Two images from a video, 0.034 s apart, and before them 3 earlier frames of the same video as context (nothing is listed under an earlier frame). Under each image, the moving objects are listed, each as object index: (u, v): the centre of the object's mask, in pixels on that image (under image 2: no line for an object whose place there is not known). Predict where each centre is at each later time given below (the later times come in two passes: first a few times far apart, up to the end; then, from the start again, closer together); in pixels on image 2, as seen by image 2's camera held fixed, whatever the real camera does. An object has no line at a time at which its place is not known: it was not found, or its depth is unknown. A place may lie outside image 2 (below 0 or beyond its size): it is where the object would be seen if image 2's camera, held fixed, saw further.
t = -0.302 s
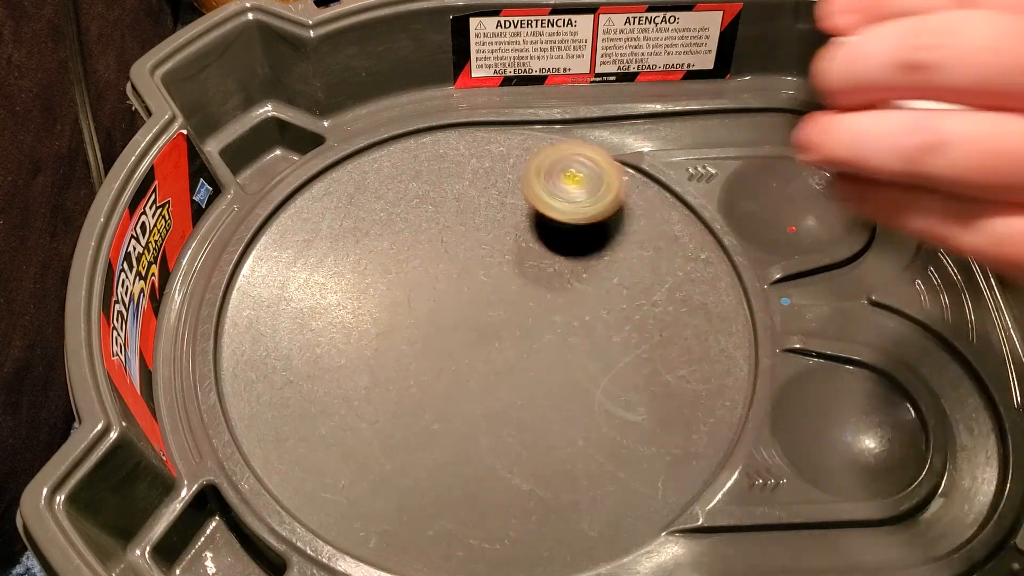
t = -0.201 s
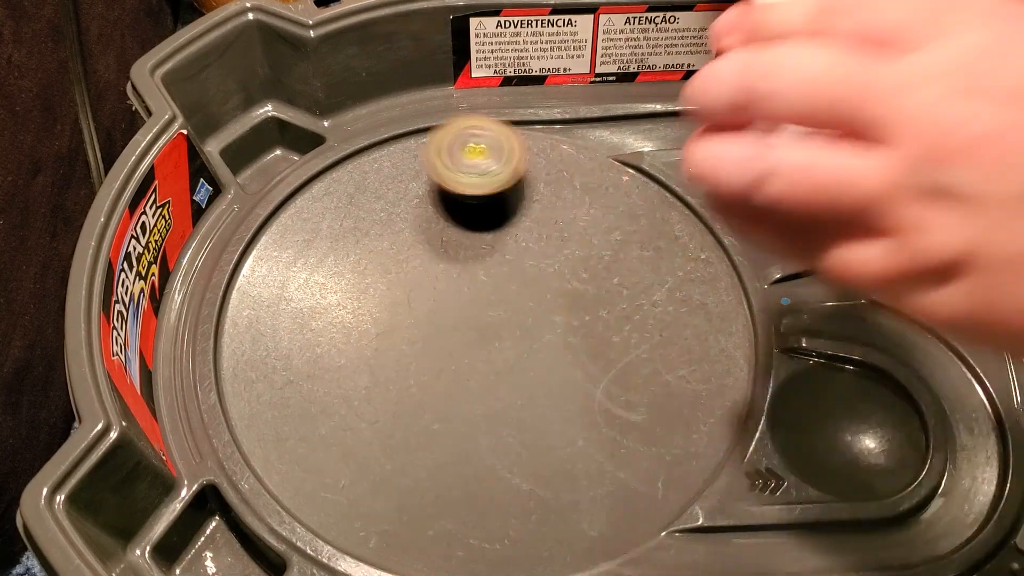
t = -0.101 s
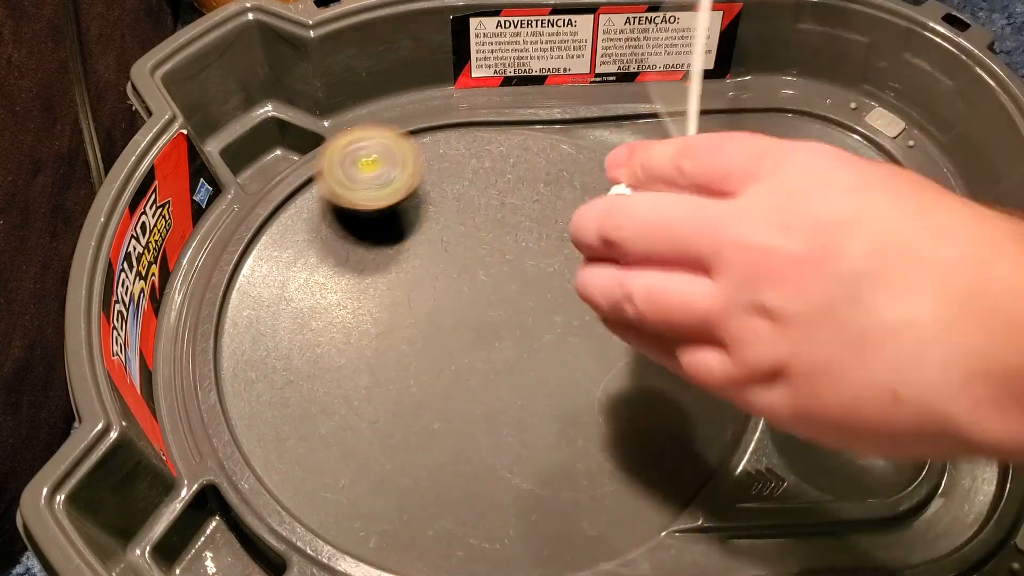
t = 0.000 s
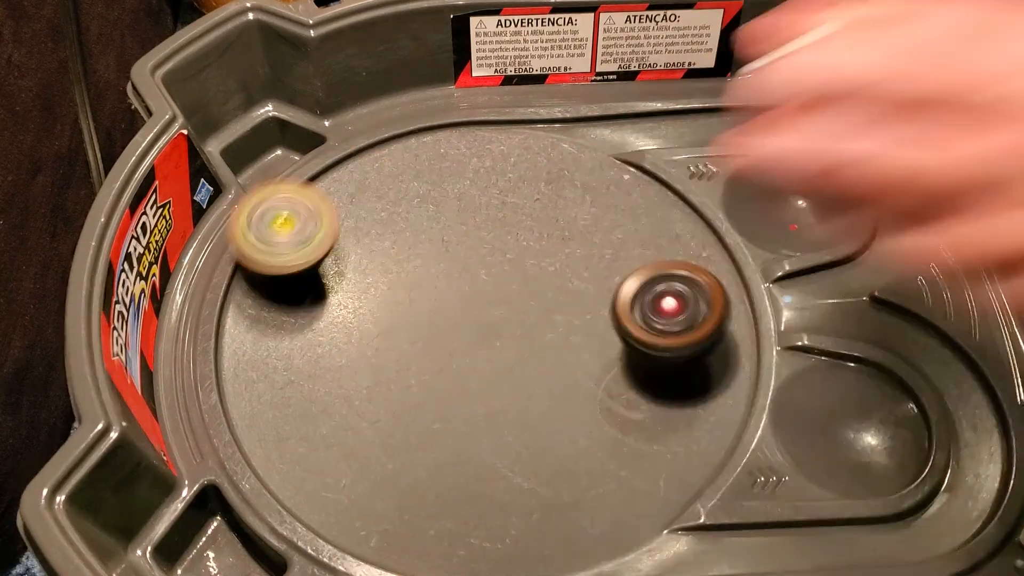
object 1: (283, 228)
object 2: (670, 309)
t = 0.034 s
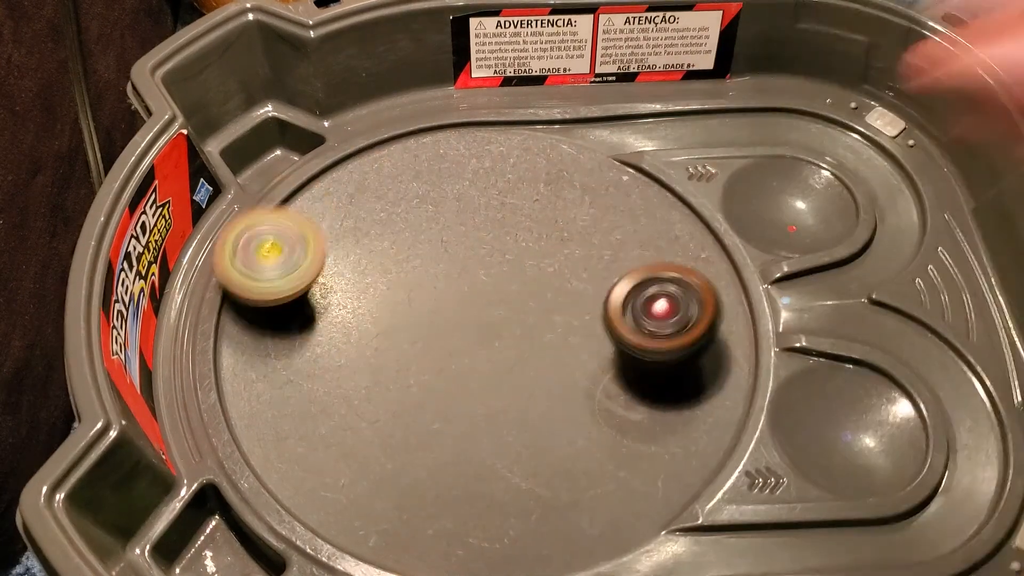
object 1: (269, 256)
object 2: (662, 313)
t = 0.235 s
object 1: (399, 457)
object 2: (572, 266)
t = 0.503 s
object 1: (649, 366)
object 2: (646, 191)
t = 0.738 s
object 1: (592, 339)
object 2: (685, 203)
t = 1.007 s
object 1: (550, 335)
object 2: (588, 222)
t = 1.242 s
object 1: (584, 353)
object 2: (530, 166)
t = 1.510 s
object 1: (543, 338)
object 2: (532, 171)
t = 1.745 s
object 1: (492, 401)
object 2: (461, 213)
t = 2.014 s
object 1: (552, 371)
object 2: (383, 186)
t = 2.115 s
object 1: (534, 347)
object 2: (399, 188)
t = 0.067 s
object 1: (262, 284)
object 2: (651, 319)
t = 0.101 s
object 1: (276, 348)
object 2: (621, 318)
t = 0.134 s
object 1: (296, 382)
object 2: (605, 312)
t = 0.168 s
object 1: (323, 413)
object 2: (593, 301)
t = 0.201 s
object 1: (357, 439)
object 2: (581, 285)
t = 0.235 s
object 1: (399, 457)
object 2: (572, 266)
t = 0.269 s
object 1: (445, 470)
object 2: (569, 250)
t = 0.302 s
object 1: (493, 473)
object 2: (571, 231)
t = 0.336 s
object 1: (535, 467)
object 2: (577, 217)
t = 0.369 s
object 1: (572, 454)
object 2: (586, 205)
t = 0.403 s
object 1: (603, 435)
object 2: (597, 196)
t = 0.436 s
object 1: (625, 413)
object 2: (613, 191)
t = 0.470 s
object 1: (640, 389)
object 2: (629, 188)
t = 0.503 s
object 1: (649, 366)
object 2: (646, 191)
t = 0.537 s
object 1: (653, 344)
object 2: (660, 197)
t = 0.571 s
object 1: (652, 322)
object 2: (668, 209)
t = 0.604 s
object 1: (643, 317)
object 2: (675, 209)
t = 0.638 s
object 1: (630, 328)
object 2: (682, 200)
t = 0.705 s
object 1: (604, 339)
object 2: (687, 200)
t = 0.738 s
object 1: (592, 339)
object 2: (685, 203)
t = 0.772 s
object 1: (581, 337)
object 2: (682, 210)
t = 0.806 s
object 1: (572, 334)
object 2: (676, 216)
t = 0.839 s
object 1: (566, 330)
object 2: (665, 223)
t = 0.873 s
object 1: (563, 327)
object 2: (652, 227)
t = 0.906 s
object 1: (561, 324)
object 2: (637, 233)
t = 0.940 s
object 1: (559, 322)
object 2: (620, 236)
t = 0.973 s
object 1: (554, 329)
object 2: (605, 229)
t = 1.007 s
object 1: (550, 335)
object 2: (588, 222)
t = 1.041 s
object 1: (551, 339)
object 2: (573, 215)
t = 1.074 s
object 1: (555, 343)
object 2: (561, 207)
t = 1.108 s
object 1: (563, 349)
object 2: (550, 198)
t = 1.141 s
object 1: (572, 353)
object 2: (542, 189)
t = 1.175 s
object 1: (579, 355)
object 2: (535, 180)
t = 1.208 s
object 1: (583, 354)
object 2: (531, 172)
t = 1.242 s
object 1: (584, 353)
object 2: (530, 166)
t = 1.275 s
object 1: (584, 351)
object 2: (530, 161)
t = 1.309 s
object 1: (582, 346)
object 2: (531, 157)
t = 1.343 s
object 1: (577, 342)
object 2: (533, 157)
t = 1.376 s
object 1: (571, 338)
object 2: (534, 157)
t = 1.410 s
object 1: (564, 335)
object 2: (536, 159)
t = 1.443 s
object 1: (558, 333)
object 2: (536, 162)
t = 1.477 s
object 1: (552, 334)
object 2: (535, 166)
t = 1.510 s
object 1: (543, 338)
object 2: (532, 171)
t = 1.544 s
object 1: (531, 342)
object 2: (527, 178)
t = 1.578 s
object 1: (518, 349)
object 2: (521, 184)
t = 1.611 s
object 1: (506, 357)
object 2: (512, 192)
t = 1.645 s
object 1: (497, 368)
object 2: (502, 198)
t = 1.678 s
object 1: (491, 379)
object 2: (490, 205)
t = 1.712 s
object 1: (489, 390)
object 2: (476, 210)
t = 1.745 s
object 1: (492, 401)
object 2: (461, 213)
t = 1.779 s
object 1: (500, 408)
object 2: (444, 215)
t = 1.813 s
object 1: (510, 412)
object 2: (427, 214)
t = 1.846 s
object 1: (521, 411)
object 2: (412, 210)
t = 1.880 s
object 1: (532, 407)
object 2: (398, 204)
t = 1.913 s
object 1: (542, 400)
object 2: (387, 198)
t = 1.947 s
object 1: (548, 392)
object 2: (383, 193)
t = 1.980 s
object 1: (551, 381)
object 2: (382, 189)
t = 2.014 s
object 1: (552, 371)
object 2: (383, 186)
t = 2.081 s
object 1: (543, 353)
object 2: (393, 186)
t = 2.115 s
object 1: (534, 347)
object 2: (399, 188)
